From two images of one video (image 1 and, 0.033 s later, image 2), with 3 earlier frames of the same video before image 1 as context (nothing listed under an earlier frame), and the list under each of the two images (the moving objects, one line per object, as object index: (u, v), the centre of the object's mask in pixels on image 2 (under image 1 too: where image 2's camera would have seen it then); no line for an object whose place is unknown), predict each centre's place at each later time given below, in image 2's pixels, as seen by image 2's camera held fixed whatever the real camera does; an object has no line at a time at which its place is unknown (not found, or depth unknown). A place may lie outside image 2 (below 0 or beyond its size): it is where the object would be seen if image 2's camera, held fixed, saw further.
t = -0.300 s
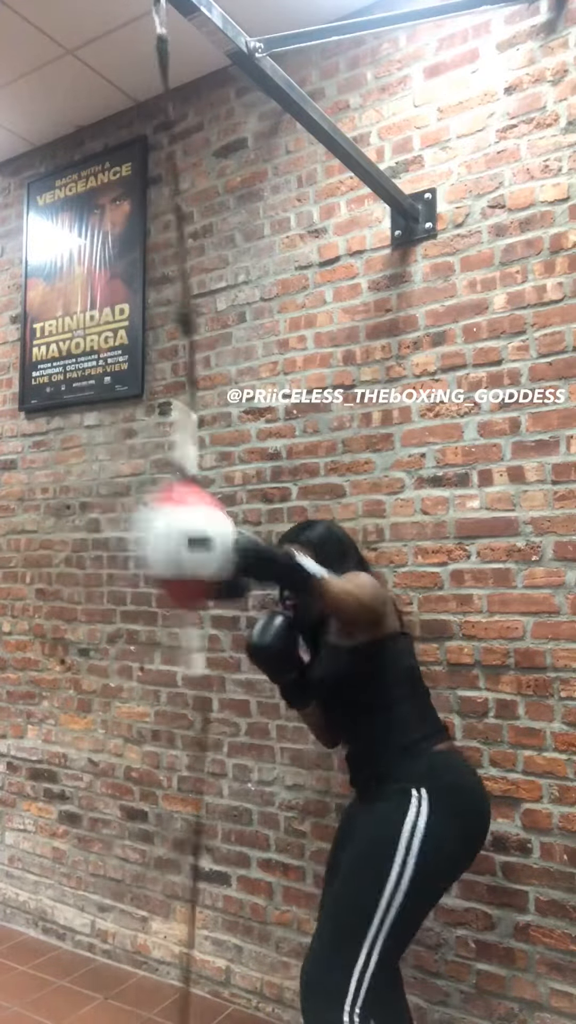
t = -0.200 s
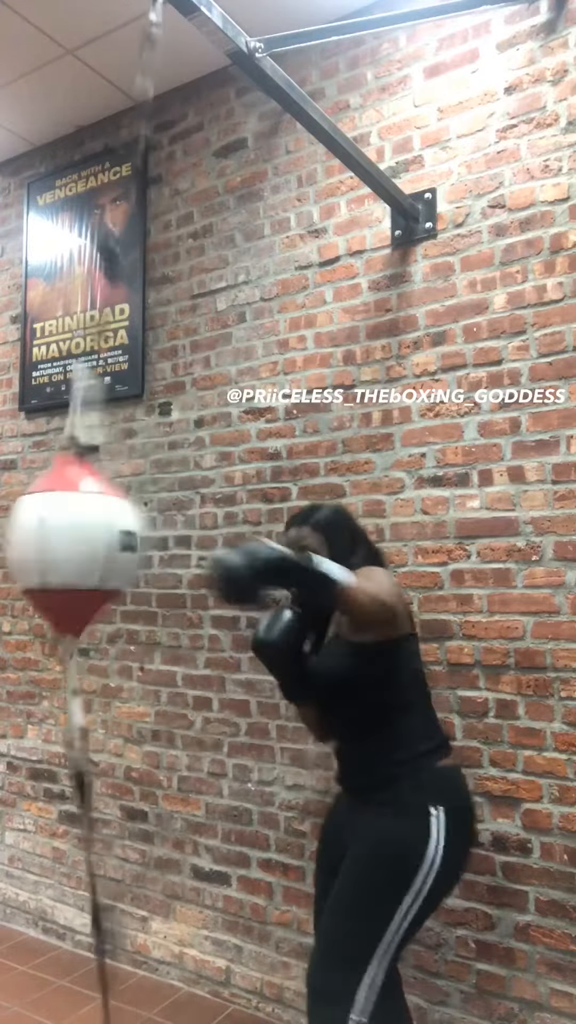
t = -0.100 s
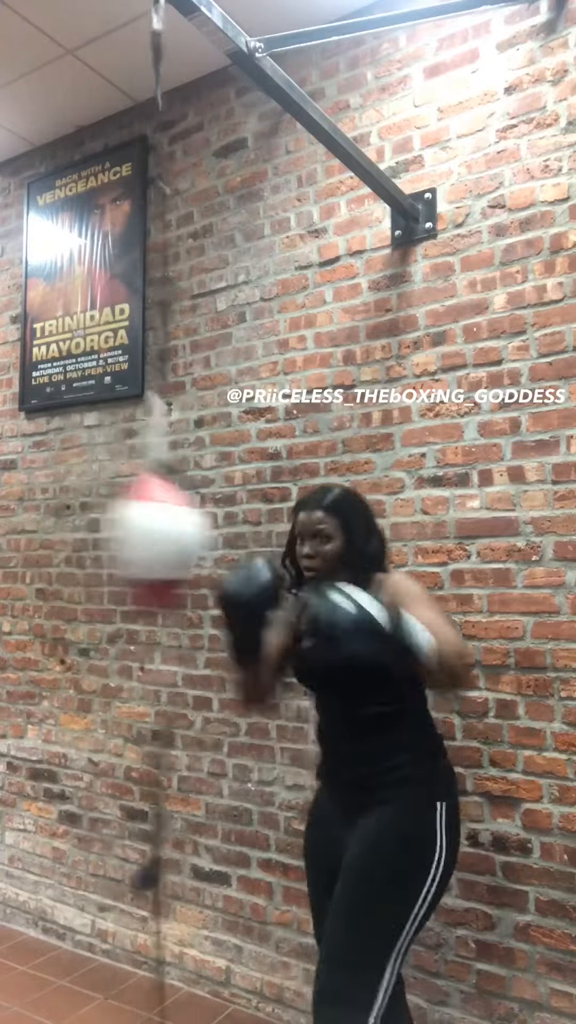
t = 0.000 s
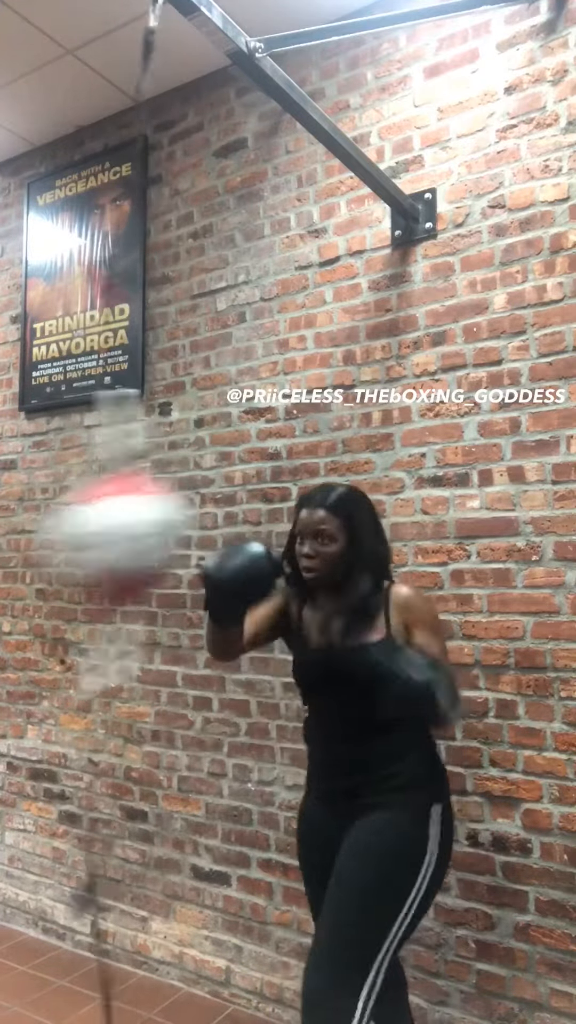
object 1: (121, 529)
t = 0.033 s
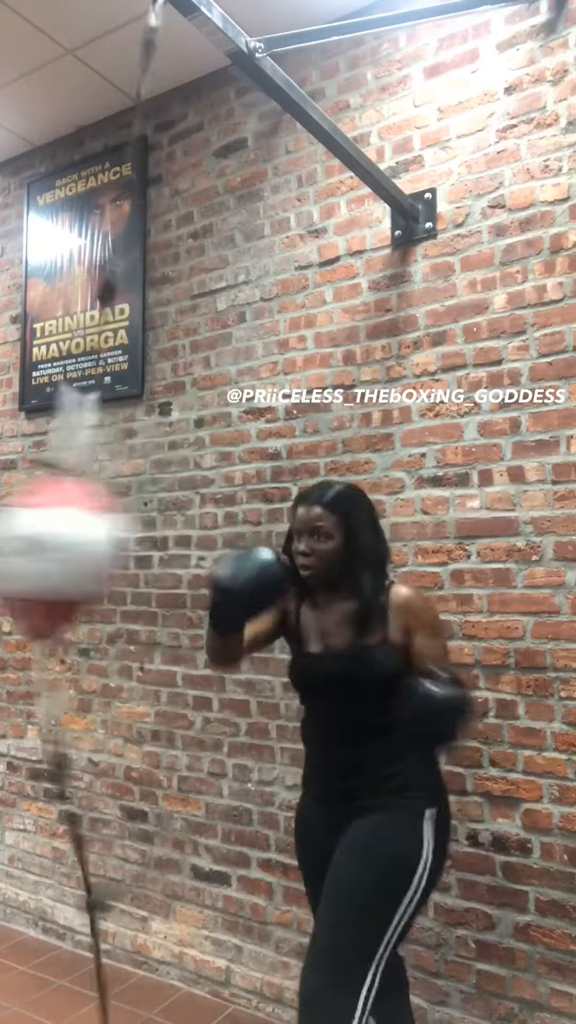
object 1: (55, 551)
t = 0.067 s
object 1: (51, 539)
